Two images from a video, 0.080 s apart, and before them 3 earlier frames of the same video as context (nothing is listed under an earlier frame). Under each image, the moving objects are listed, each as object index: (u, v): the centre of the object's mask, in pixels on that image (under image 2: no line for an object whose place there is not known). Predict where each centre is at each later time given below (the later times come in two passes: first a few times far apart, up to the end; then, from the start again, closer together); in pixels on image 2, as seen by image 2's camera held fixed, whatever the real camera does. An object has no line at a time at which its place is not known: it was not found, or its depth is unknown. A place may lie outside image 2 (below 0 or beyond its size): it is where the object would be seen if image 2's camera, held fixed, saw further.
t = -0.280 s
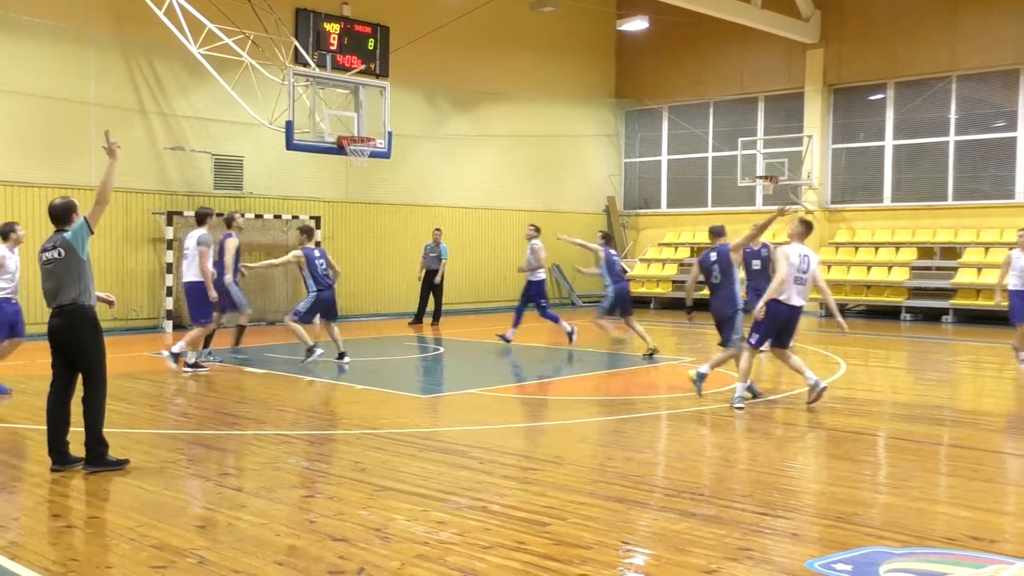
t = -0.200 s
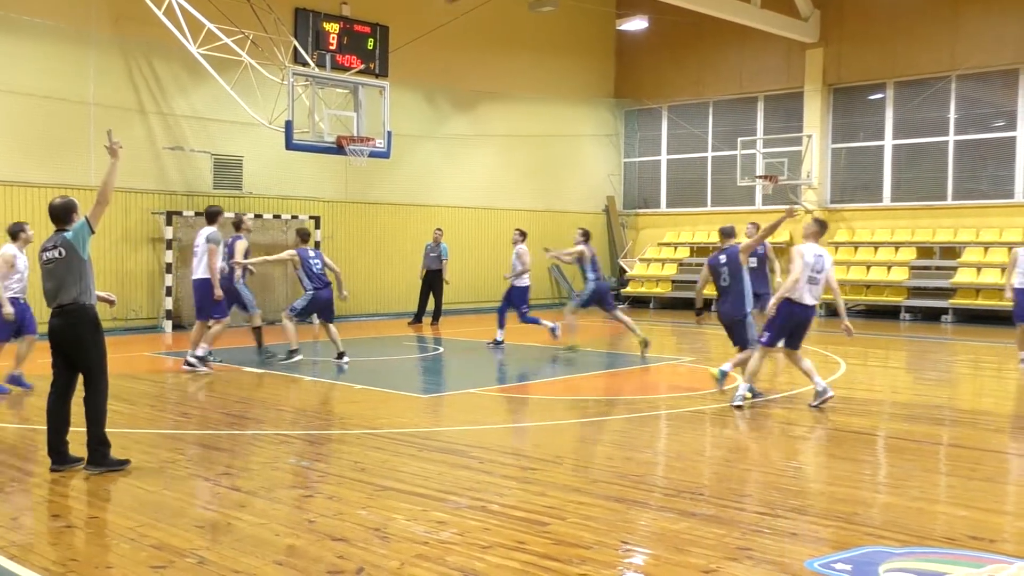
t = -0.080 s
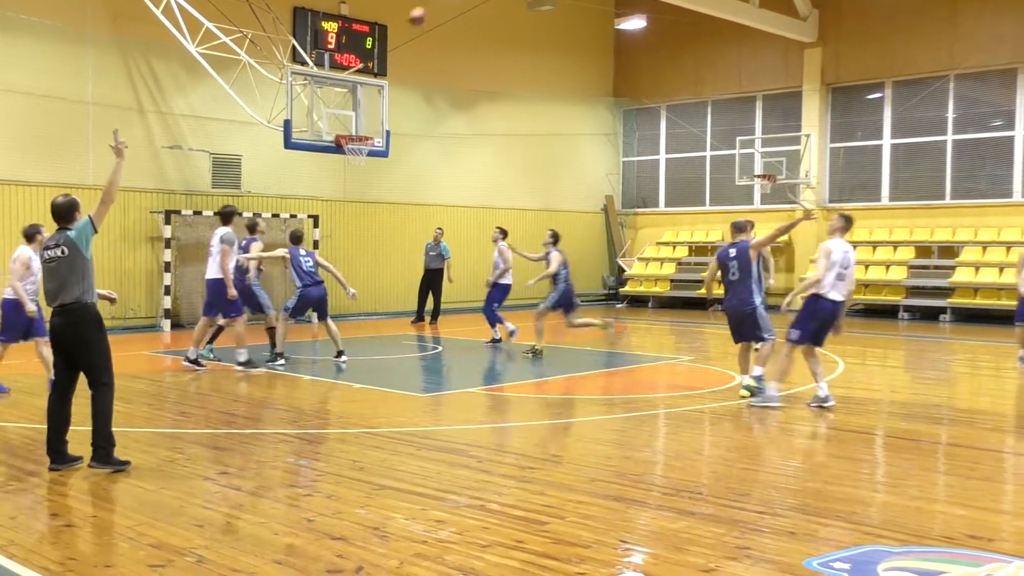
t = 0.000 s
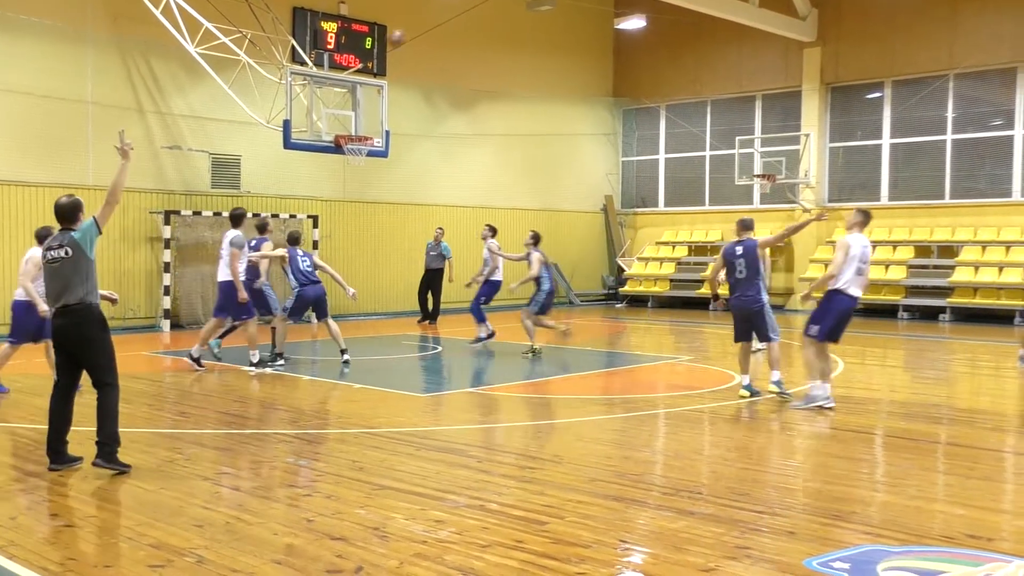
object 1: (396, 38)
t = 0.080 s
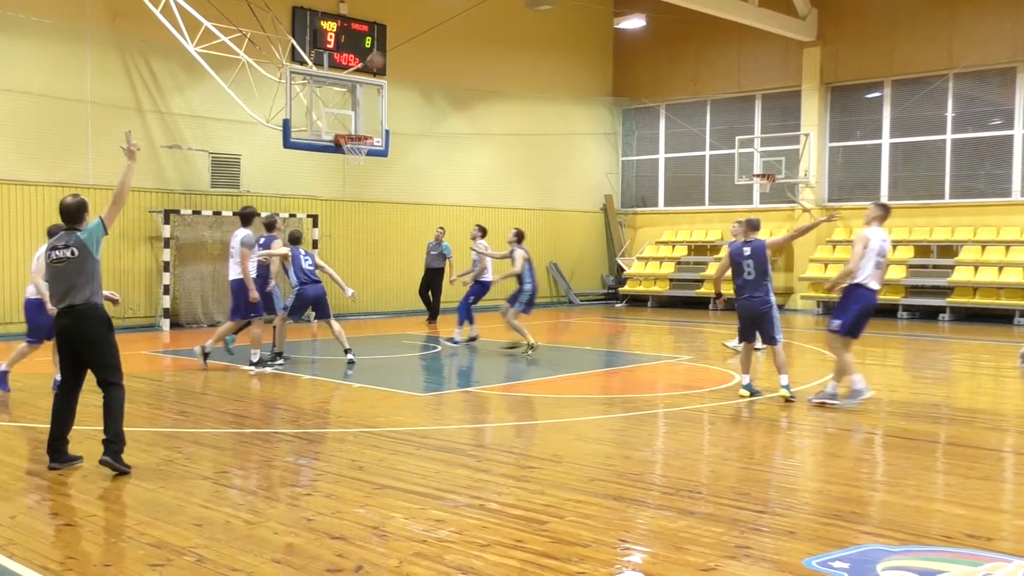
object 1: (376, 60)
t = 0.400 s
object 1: (375, 116)
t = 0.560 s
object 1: (420, 119)
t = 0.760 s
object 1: (476, 148)
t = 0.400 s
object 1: (375, 116)
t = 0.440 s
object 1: (386, 116)
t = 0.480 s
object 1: (397, 115)
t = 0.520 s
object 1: (408, 116)
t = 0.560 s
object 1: (420, 119)
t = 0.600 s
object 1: (430, 121)
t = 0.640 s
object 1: (441, 128)
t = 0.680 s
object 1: (453, 132)
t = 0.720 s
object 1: (464, 139)
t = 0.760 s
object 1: (476, 148)
